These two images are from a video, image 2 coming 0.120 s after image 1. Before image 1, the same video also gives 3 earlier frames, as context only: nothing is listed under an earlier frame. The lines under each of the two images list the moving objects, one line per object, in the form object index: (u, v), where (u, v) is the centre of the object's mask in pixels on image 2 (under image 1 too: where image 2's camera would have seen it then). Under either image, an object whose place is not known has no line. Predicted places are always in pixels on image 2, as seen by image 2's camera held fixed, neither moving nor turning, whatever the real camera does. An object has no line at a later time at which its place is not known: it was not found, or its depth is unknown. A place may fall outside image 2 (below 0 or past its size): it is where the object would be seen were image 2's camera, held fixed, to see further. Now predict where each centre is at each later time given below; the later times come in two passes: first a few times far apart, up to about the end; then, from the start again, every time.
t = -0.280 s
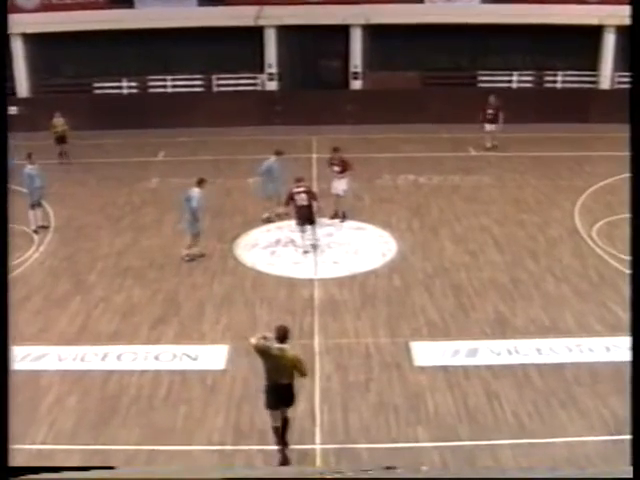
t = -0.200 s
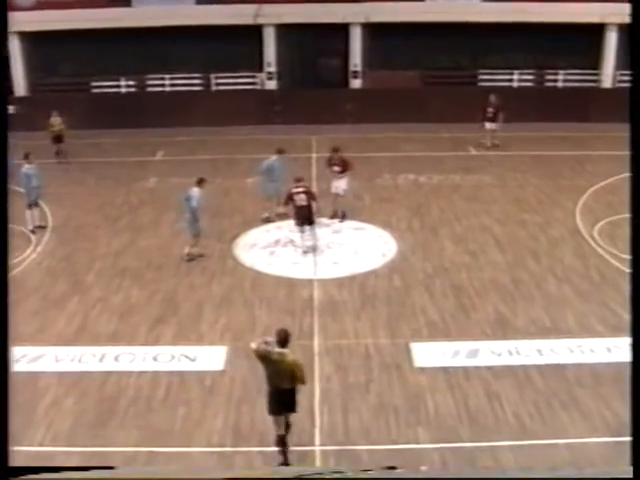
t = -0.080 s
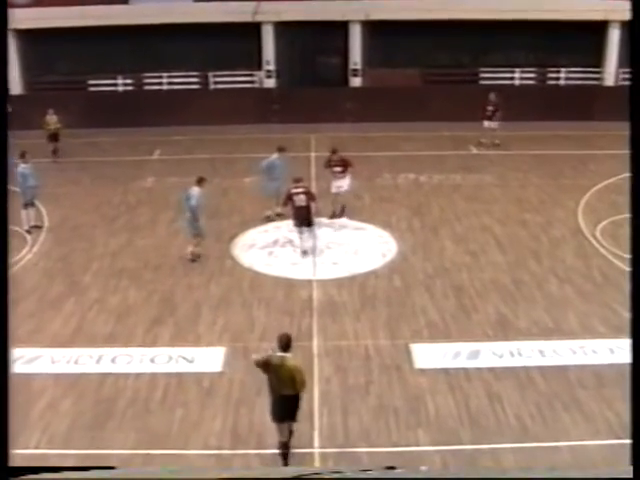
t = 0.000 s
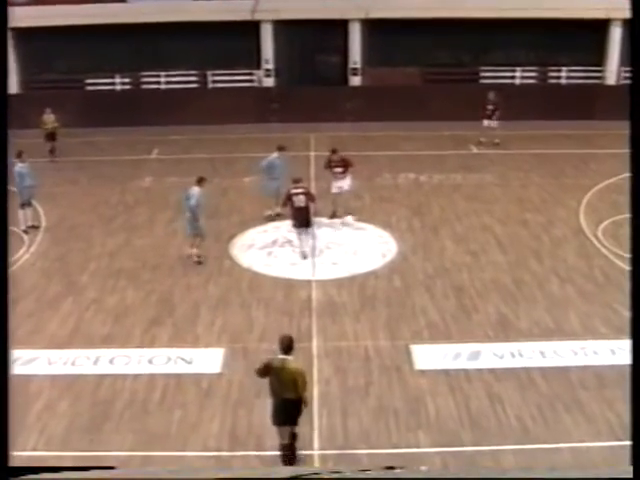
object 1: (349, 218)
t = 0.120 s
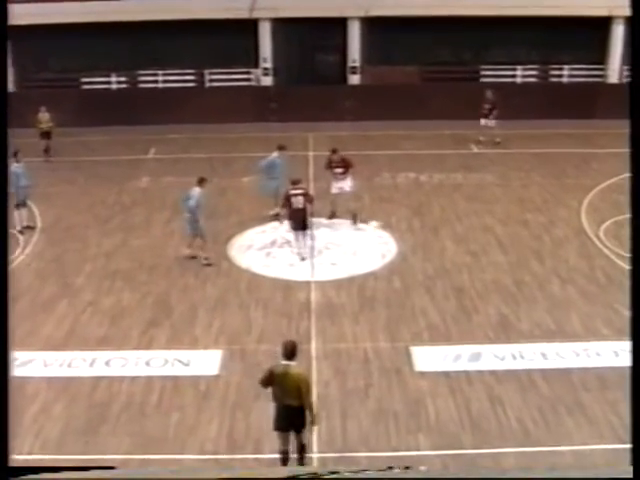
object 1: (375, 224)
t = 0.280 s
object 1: (411, 242)
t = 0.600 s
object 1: (493, 286)
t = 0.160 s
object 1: (382, 226)
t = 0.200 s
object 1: (392, 231)
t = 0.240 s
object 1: (402, 236)
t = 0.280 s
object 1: (411, 242)
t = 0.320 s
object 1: (422, 248)
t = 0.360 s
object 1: (432, 256)
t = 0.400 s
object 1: (442, 263)
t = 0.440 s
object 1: (454, 275)
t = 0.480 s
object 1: (466, 282)
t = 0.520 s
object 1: (473, 282)
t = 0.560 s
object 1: (484, 283)
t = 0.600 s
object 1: (493, 286)
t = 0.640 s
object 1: (502, 290)
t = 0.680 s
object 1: (512, 296)
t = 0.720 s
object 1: (522, 301)
